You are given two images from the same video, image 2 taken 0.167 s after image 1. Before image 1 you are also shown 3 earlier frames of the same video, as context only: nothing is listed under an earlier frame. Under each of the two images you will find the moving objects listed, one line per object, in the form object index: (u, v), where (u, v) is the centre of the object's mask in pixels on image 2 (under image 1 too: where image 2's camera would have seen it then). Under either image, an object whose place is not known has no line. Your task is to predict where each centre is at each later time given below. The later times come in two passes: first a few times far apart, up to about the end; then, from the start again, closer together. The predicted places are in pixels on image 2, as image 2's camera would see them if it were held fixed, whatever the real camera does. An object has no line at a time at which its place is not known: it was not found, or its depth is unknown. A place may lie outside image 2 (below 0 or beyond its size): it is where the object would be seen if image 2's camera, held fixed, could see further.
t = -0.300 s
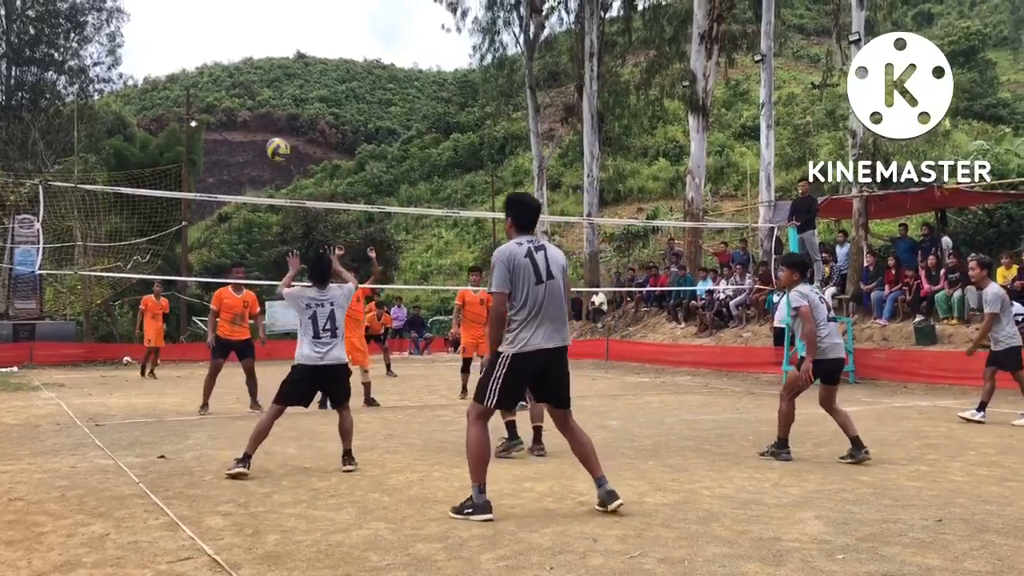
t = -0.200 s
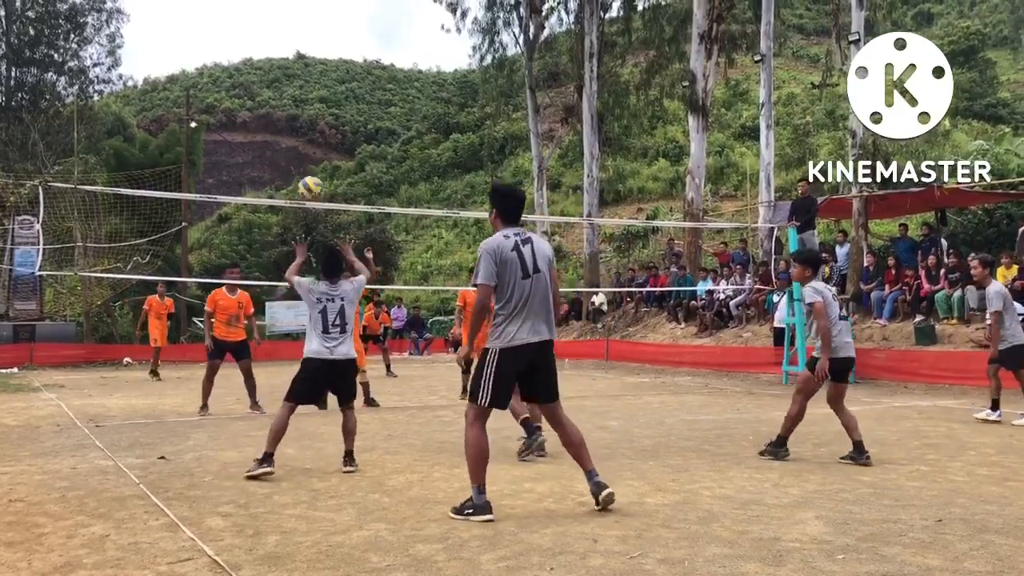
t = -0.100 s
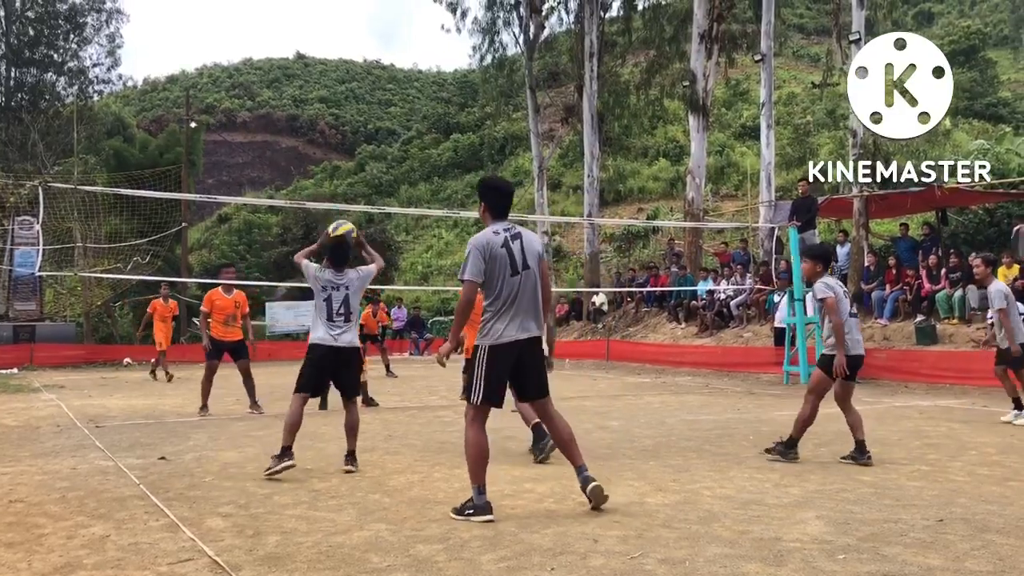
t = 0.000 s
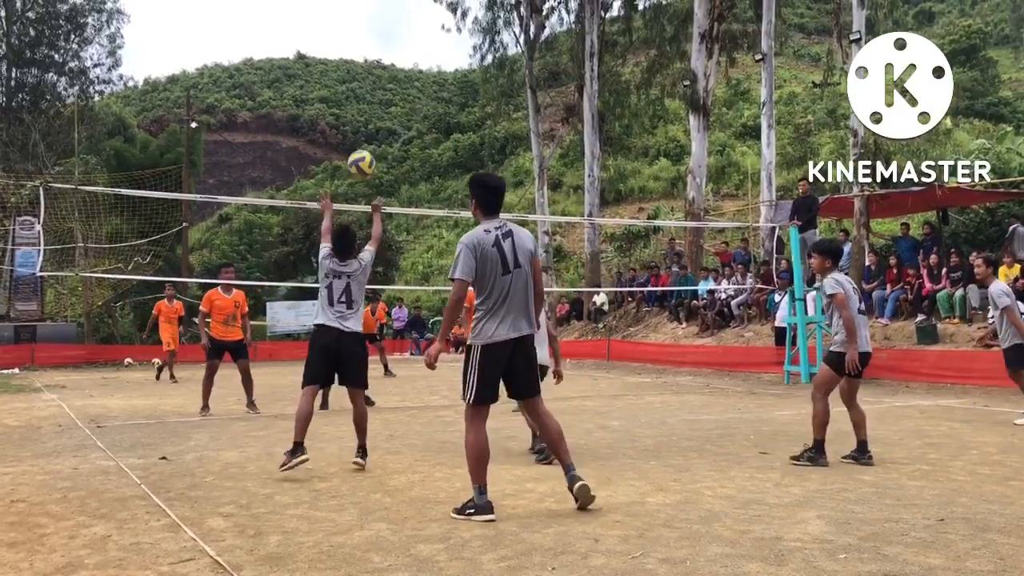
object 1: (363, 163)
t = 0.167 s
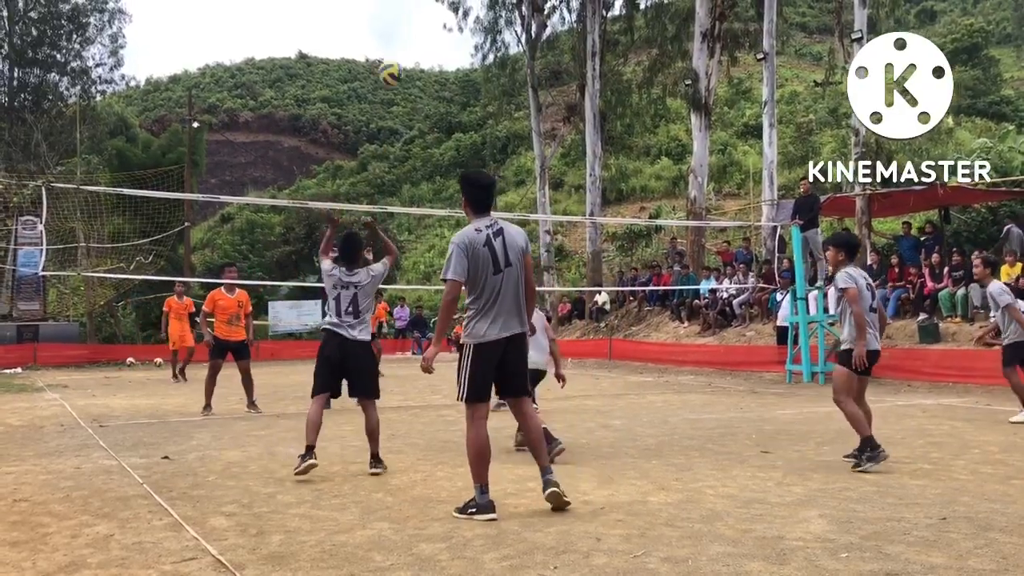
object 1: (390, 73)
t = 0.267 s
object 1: (406, 40)
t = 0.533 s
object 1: (442, 16)
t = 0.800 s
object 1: (472, 63)
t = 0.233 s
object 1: (401, 50)
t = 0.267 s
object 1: (406, 40)
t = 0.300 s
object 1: (411, 33)
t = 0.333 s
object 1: (416, 26)
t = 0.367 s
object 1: (420, 22)
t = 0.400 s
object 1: (425, 18)
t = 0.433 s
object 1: (430, 16)
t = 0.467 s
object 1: (434, 14)
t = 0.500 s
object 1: (439, 15)
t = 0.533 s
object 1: (442, 16)
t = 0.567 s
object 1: (446, 19)
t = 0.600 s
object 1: (450, 22)
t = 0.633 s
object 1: (454, 26)
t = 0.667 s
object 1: (457, 32)
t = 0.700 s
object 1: (461, 38)
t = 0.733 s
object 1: (465, 46)
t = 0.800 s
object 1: (472, 63)
